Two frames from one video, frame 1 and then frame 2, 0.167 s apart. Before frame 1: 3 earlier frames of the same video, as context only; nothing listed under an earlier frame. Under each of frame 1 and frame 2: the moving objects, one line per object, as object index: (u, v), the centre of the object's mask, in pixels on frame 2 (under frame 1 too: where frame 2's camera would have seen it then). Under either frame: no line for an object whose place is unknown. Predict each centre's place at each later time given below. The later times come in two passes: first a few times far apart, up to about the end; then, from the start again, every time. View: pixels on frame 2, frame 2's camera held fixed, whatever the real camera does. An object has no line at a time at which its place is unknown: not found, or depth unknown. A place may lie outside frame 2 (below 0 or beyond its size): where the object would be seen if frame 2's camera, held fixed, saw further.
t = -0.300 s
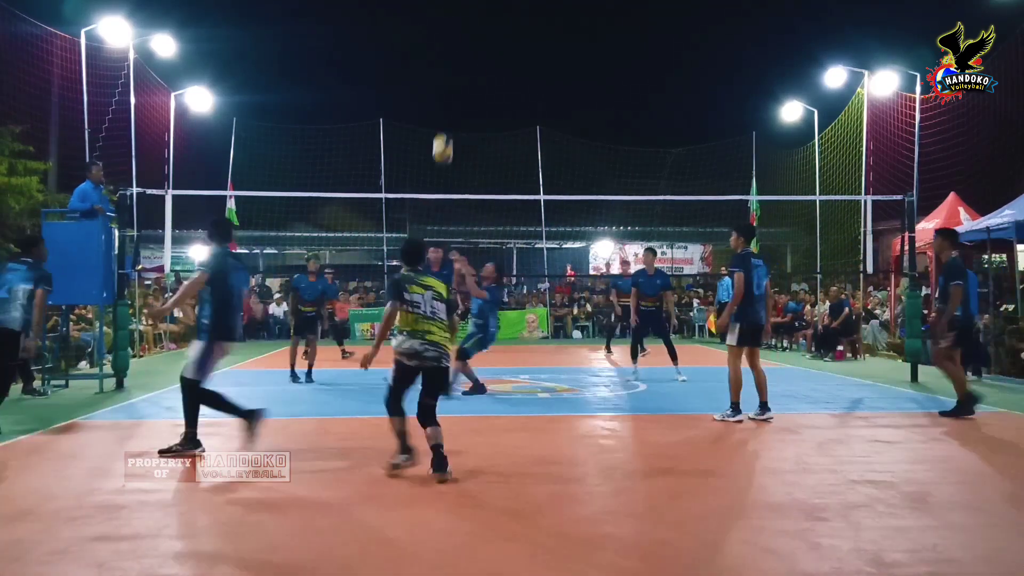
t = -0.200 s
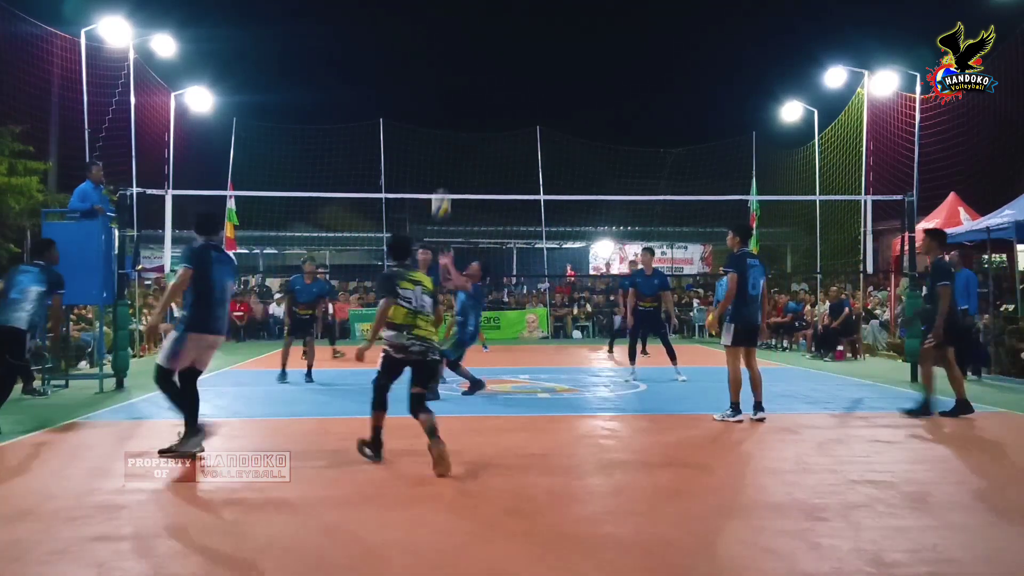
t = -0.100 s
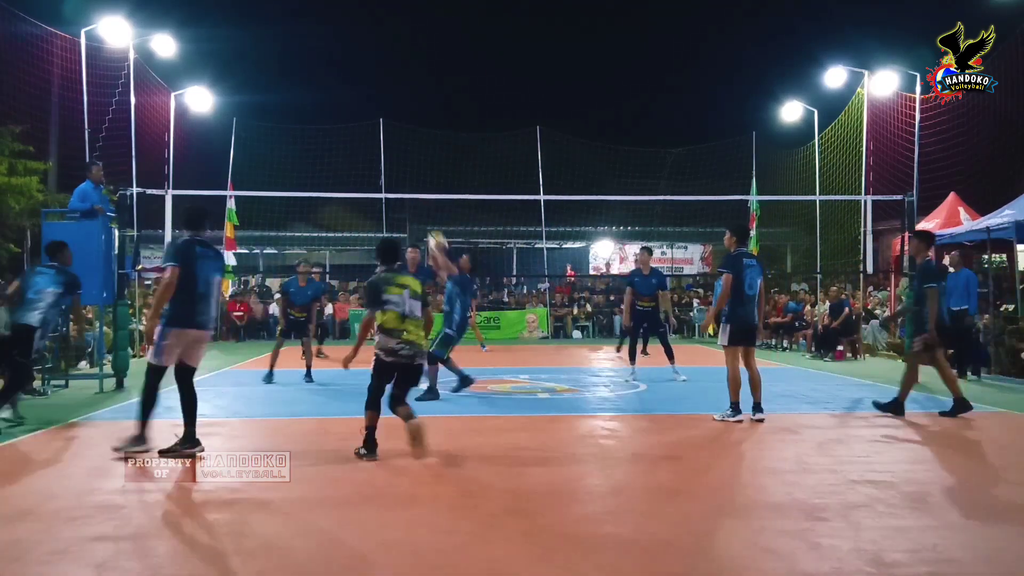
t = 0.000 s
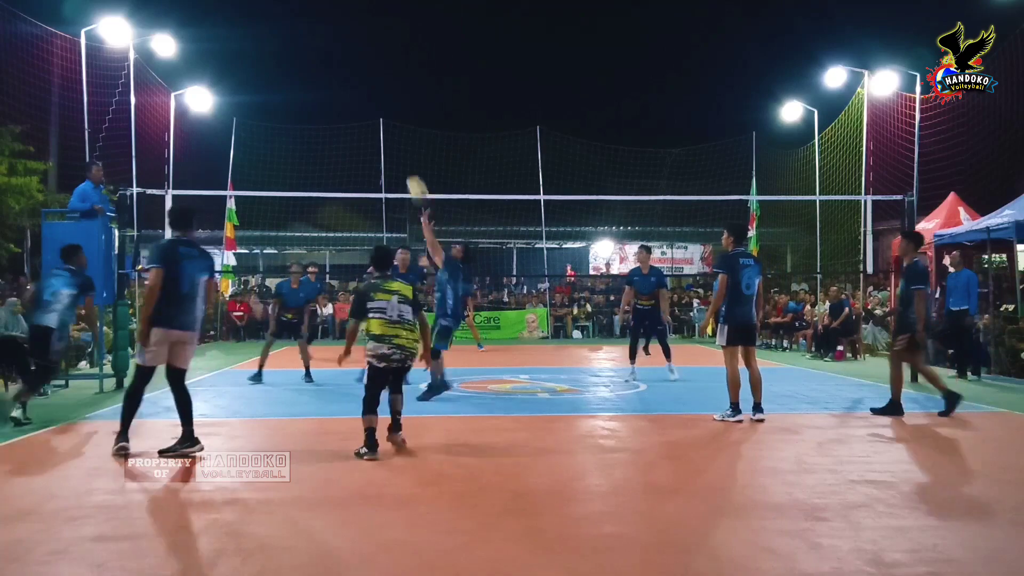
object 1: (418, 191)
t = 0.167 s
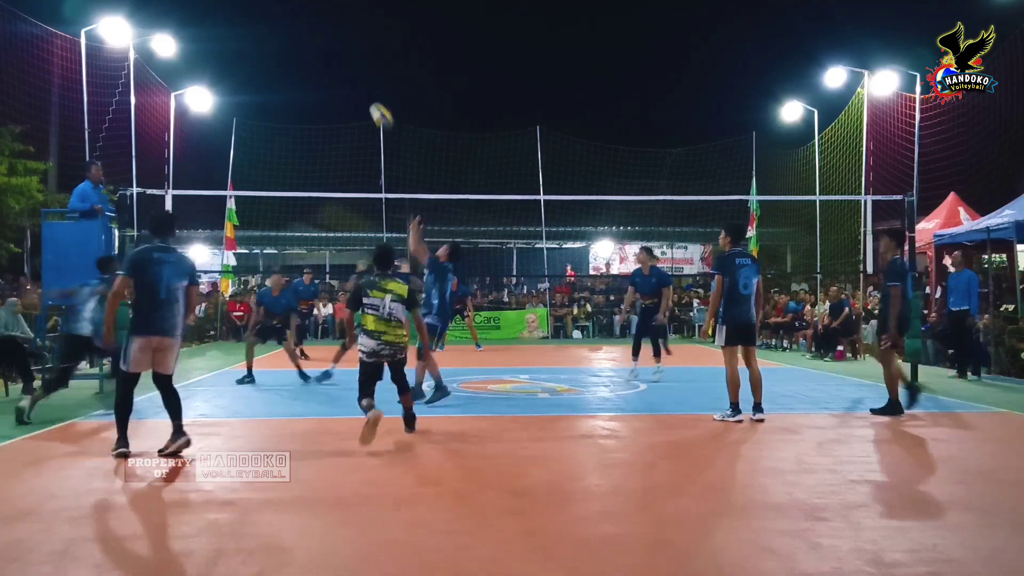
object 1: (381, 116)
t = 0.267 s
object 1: (360, 84)
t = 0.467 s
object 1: (319, 50)
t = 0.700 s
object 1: (273, 53)
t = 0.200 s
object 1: (374, 105)
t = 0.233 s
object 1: (367, 94)
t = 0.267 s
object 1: (360, 84)
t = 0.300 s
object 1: (353, 76)
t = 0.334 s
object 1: (346, 69)
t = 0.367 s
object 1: (339, 63)
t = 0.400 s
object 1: (332, 57)
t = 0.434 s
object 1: (326, 53)
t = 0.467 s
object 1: (319, 50)
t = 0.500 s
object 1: (312, 47)
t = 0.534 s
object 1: (305, 46)
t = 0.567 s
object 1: (299, 45)
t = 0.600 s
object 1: (292, 46)
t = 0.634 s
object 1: (286, 47)
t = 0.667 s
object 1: (279, 50)
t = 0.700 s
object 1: (273, 53)
